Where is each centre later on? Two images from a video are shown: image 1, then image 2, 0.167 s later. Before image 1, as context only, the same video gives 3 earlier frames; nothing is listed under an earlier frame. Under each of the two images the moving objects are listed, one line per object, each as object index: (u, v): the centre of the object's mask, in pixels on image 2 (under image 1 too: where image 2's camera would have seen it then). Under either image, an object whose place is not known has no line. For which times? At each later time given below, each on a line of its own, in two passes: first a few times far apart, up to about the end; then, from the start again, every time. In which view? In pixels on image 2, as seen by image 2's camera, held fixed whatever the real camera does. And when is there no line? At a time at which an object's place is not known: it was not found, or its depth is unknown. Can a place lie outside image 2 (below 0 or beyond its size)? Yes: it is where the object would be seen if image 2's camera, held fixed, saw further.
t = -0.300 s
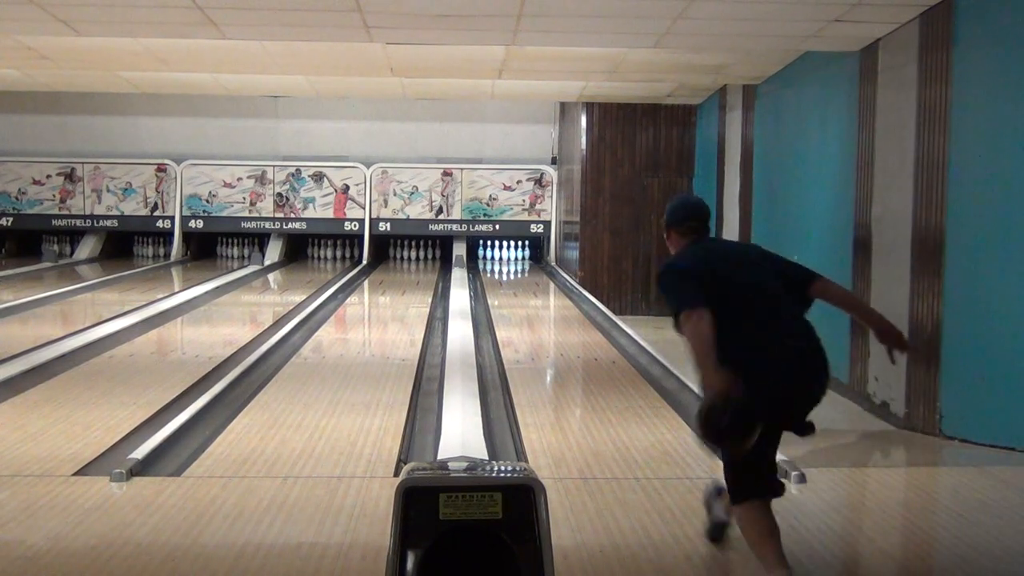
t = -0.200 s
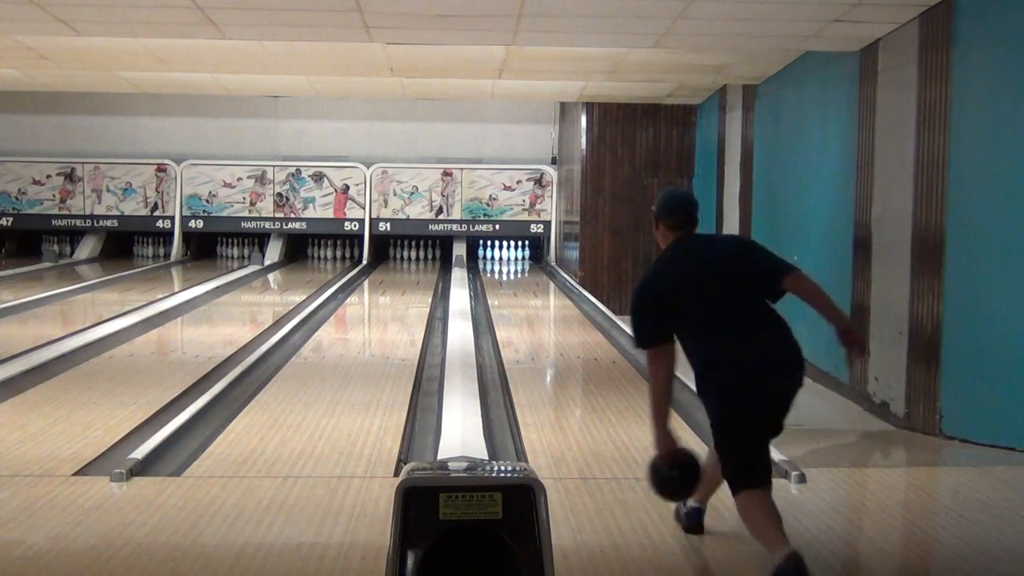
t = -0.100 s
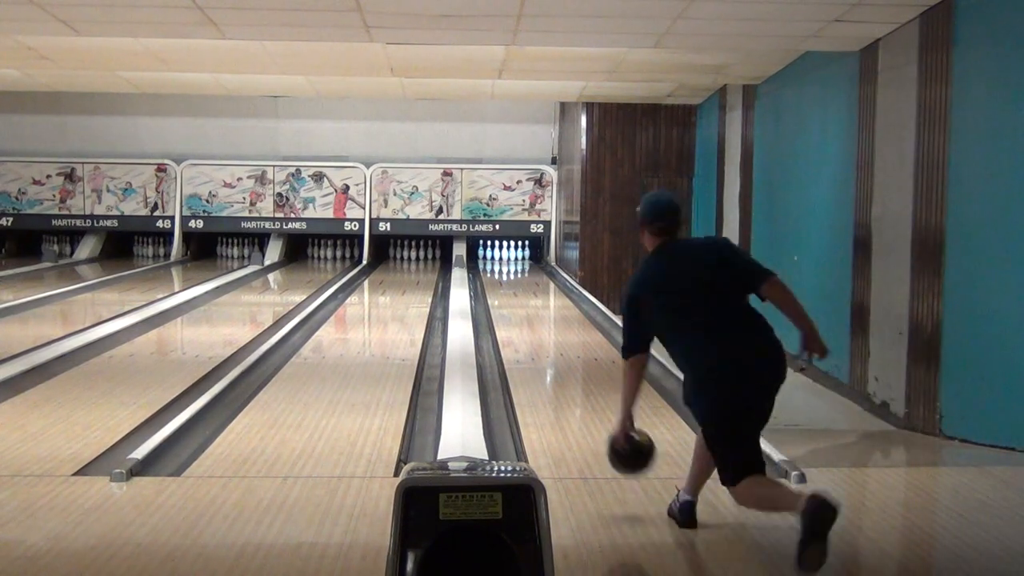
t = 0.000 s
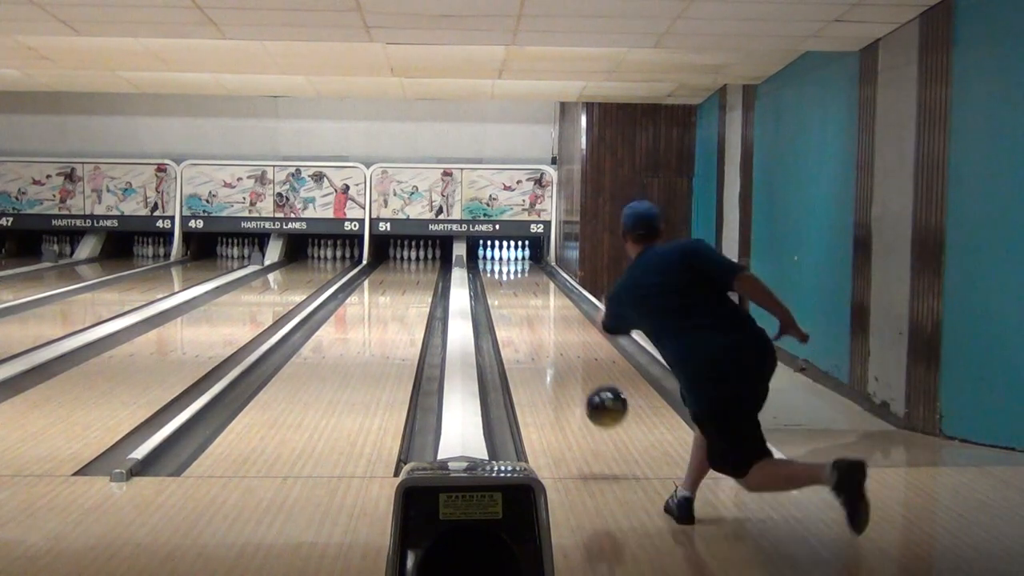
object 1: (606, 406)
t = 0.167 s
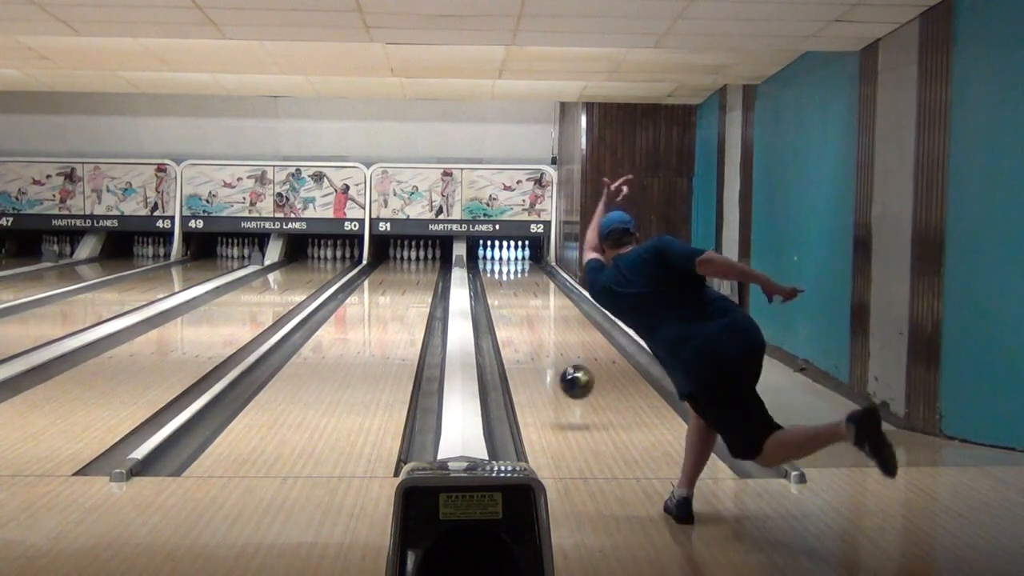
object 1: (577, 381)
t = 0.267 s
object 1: (563, 390)
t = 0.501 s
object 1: (540, 357)
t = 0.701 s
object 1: (526, 335)
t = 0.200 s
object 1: (572, 383)
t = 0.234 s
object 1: (567, 386)
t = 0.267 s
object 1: (563, 390)
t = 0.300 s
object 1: (559, 387)
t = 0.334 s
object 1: (555, 381)
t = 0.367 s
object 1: (552, 376)
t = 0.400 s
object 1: (549, 371)
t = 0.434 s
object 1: (546, 366)
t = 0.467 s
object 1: (543, 362)
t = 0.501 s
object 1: (540, 357)
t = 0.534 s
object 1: (537, 354)
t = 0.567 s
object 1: (535, 349)
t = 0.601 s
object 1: (533, 345)
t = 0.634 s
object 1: (531, 342)
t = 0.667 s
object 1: (529, 339)
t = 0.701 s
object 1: (526, 335)
